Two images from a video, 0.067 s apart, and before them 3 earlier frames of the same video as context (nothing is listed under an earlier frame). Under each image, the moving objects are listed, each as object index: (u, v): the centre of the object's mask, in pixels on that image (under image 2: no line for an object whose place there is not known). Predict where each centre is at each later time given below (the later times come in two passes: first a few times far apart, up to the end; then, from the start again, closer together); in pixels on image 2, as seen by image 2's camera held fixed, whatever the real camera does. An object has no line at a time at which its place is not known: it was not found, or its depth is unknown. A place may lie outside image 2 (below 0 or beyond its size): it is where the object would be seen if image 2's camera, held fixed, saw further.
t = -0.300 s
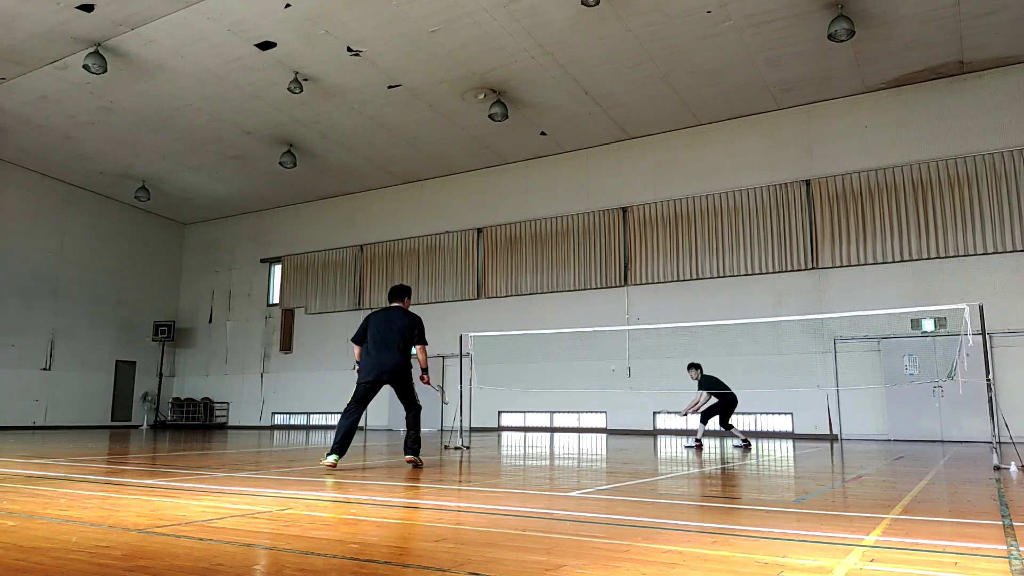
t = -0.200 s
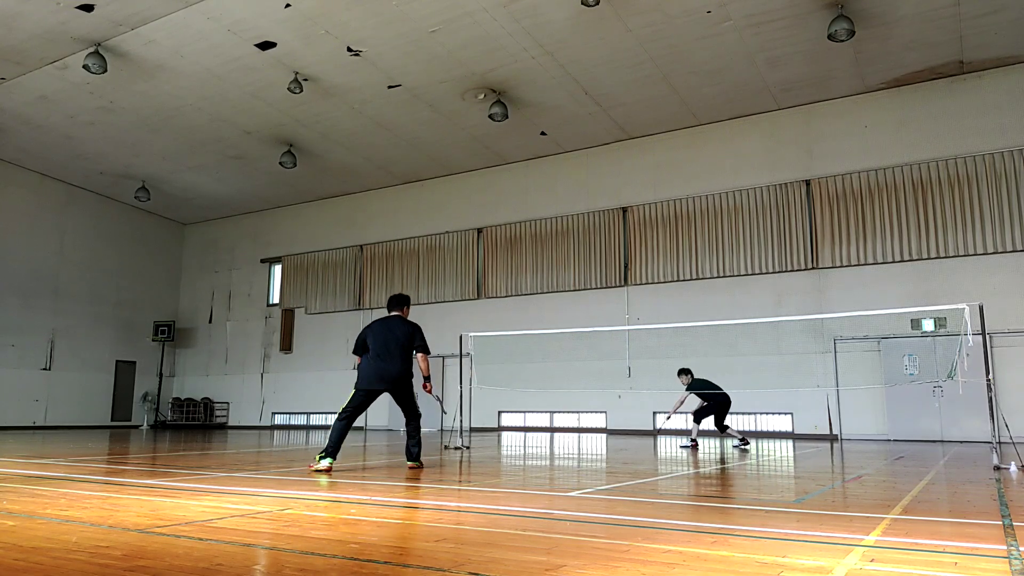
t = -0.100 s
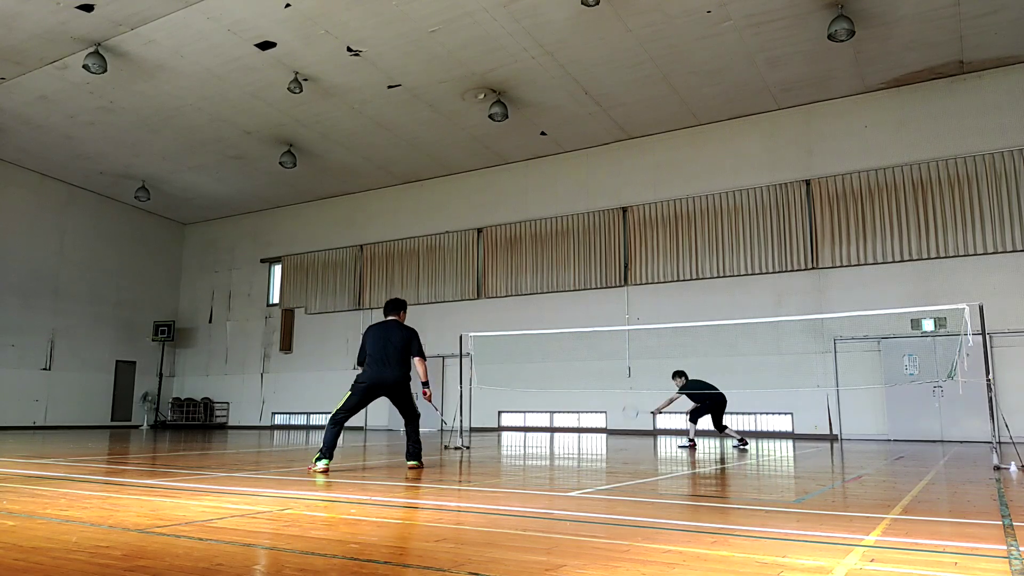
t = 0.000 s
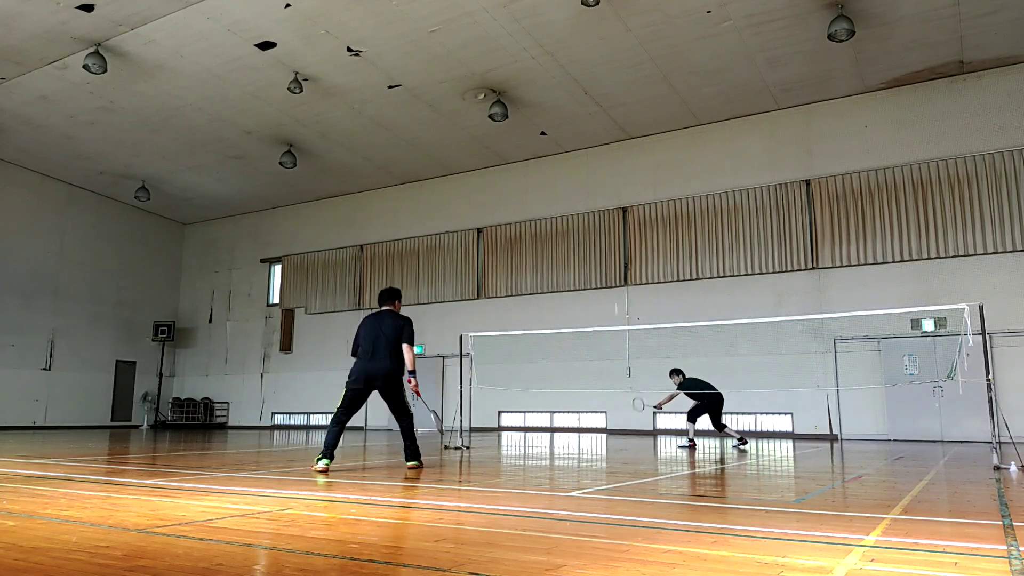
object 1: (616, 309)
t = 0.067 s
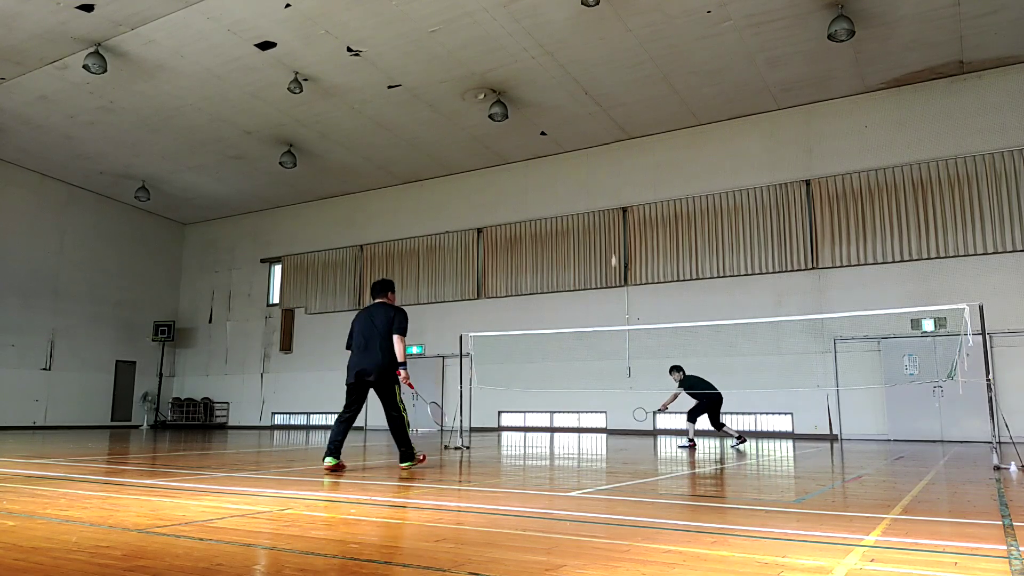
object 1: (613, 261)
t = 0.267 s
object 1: (608, 145)
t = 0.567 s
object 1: (597, 34)
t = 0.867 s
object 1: (580, 8)
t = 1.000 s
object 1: (569, 33)
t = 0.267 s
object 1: (608, 145)
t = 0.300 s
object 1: (607, 129)
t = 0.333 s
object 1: (606, 113)
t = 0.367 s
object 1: (605, 99)
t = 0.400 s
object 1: (604, 86)
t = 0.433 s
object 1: (603, 74)
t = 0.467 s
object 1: (601, 62)
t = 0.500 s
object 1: (600, 52)
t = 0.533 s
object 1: (599, 42)
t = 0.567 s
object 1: (597, 34)
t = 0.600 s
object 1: (596, 26)
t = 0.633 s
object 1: (594, 20)
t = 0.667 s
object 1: (593, 14)
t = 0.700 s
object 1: (591, 10)
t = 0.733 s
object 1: (589, 7)
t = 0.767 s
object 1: (587, 5)
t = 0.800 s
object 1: (585, 5)
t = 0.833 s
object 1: (583, 5)
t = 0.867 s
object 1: (580, 8)
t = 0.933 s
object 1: (575, 17)
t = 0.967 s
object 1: (572, 24)
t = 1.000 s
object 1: (569, 33)
